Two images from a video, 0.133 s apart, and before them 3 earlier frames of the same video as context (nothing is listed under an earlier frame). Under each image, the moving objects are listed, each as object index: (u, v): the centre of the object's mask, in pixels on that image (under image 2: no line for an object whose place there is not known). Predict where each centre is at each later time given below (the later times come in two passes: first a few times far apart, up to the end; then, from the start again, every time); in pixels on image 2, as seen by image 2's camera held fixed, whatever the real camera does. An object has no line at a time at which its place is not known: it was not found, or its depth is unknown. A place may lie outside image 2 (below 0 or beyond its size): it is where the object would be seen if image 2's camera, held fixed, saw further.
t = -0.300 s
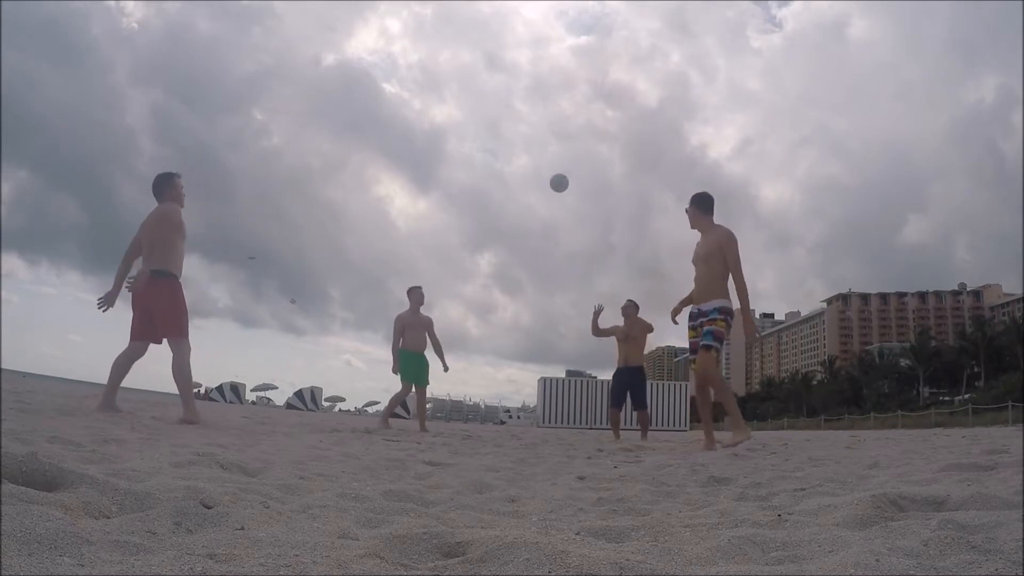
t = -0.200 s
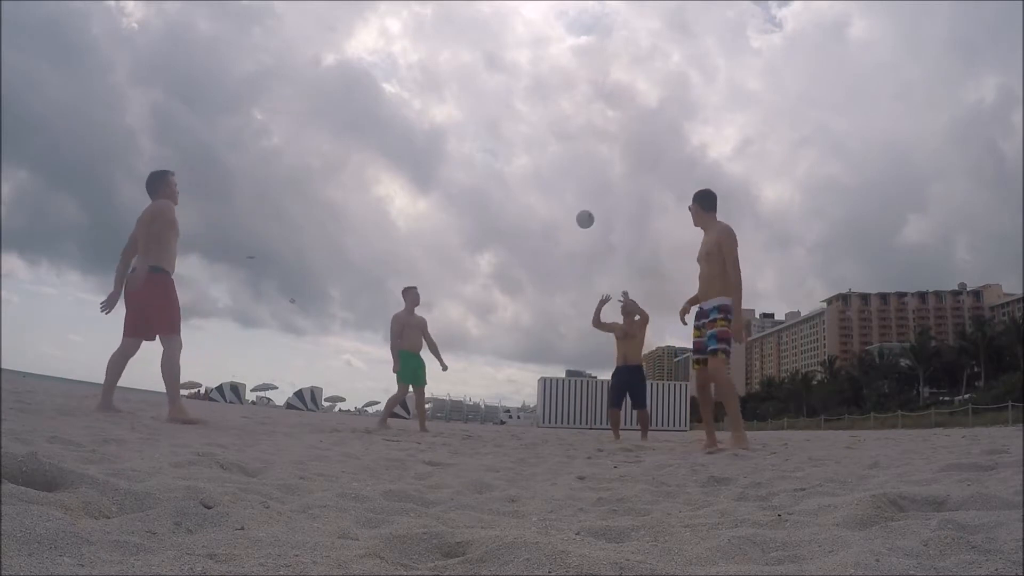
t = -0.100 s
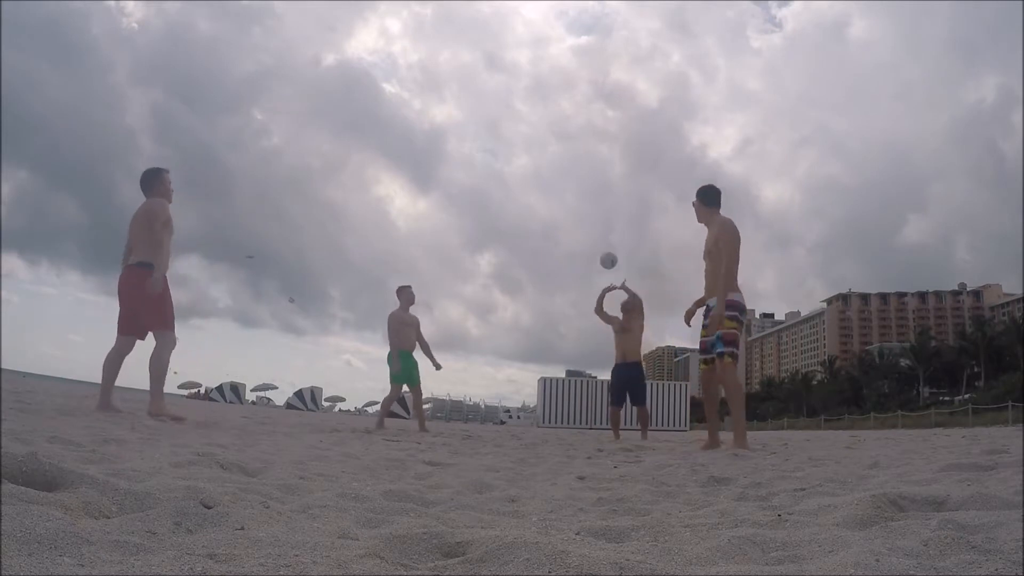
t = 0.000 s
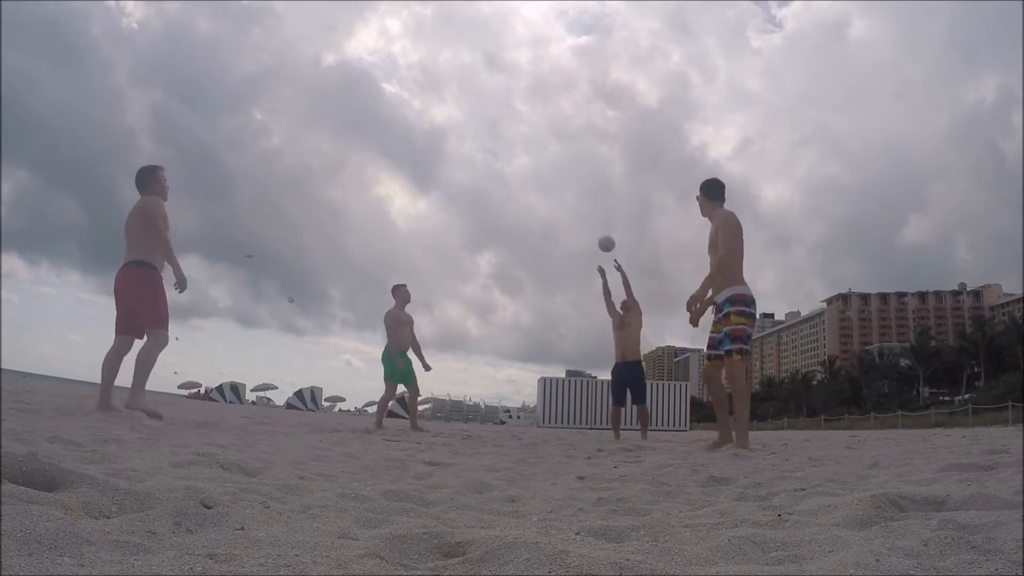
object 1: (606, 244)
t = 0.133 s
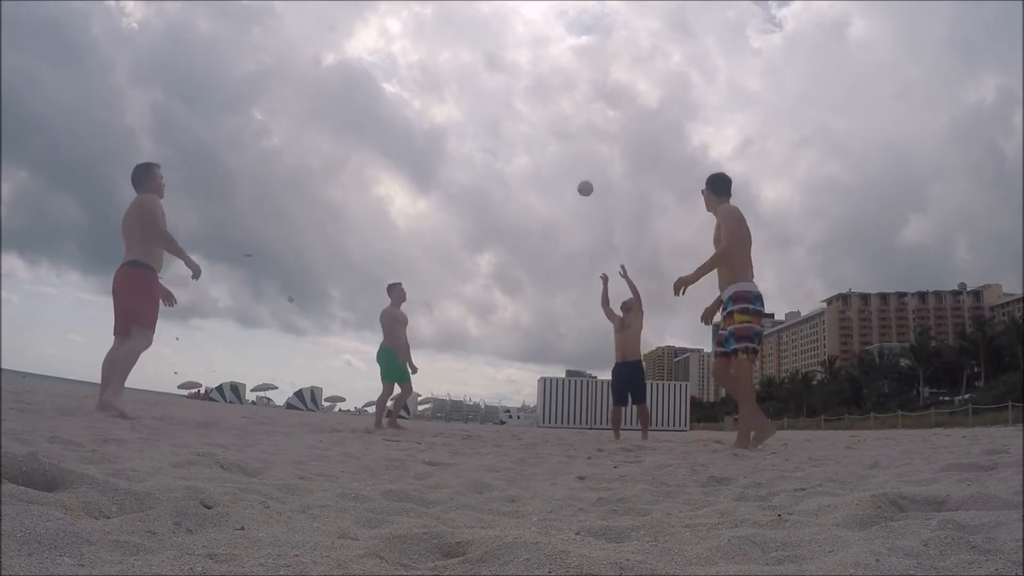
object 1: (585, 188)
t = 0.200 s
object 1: (576, 168)
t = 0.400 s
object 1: (550, 129)
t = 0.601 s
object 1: (528, 119)
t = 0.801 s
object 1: (508, 135)
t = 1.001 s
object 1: (490, 176)
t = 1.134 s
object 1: (479, 218)
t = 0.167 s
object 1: (580, 178)
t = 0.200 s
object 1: (576, 168)
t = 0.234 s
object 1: (571, 159)
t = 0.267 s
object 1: (566, 151)
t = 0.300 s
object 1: (562, 144)
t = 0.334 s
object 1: (558, 138)
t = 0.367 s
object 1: (554, 133)
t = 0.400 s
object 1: (550, 129)
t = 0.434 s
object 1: (546, 126)
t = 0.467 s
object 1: (542, 123)
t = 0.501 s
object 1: (539, 121)
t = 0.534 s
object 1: (535, 120)
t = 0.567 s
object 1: (532, 119)
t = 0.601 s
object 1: (528, 119)
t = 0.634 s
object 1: (525, 120)
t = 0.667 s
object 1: (521, 122)
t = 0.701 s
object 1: (518, 124)
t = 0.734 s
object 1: (515, 127)
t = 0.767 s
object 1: (511, 130)
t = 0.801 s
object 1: (508, 135)
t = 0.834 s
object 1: (505, 140)
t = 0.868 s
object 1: (502, 145)
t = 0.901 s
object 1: (499, 152)
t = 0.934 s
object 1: (496, 159)
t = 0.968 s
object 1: (493, 167)
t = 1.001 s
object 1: (490, 176)
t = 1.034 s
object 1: (487, 185)
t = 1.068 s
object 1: (485, 195)
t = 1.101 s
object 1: (482, 206)
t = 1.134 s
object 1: (479, 218)
